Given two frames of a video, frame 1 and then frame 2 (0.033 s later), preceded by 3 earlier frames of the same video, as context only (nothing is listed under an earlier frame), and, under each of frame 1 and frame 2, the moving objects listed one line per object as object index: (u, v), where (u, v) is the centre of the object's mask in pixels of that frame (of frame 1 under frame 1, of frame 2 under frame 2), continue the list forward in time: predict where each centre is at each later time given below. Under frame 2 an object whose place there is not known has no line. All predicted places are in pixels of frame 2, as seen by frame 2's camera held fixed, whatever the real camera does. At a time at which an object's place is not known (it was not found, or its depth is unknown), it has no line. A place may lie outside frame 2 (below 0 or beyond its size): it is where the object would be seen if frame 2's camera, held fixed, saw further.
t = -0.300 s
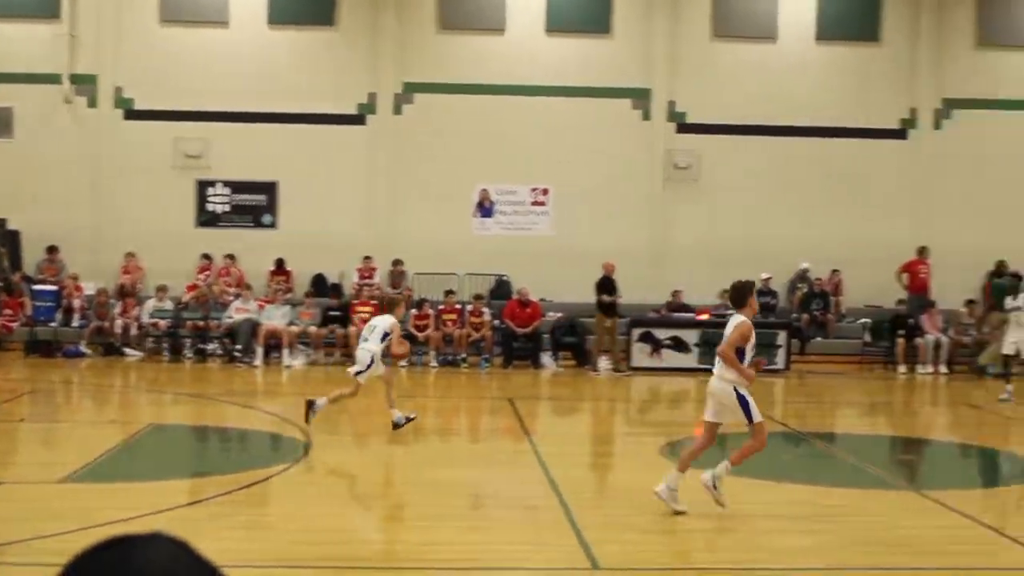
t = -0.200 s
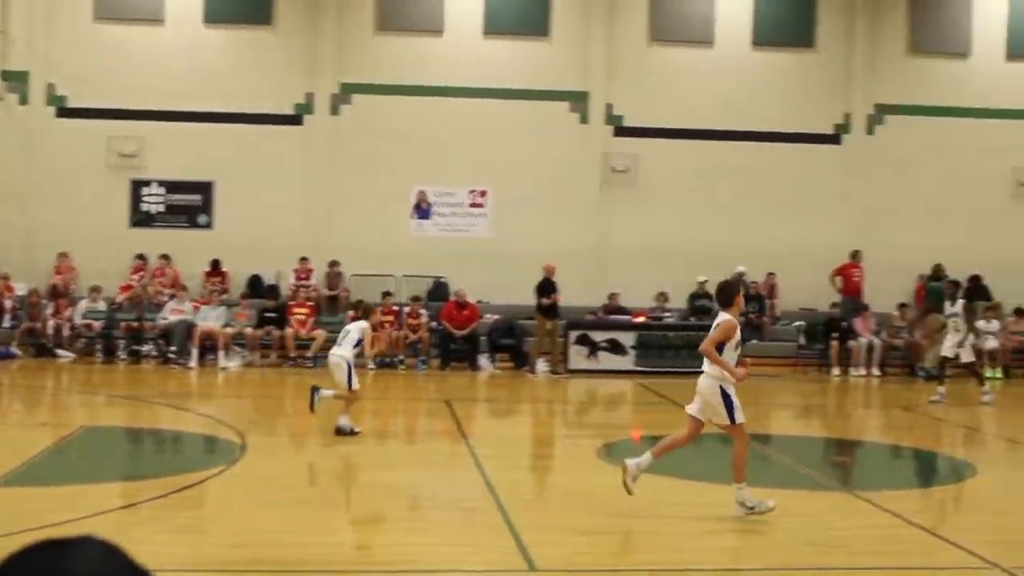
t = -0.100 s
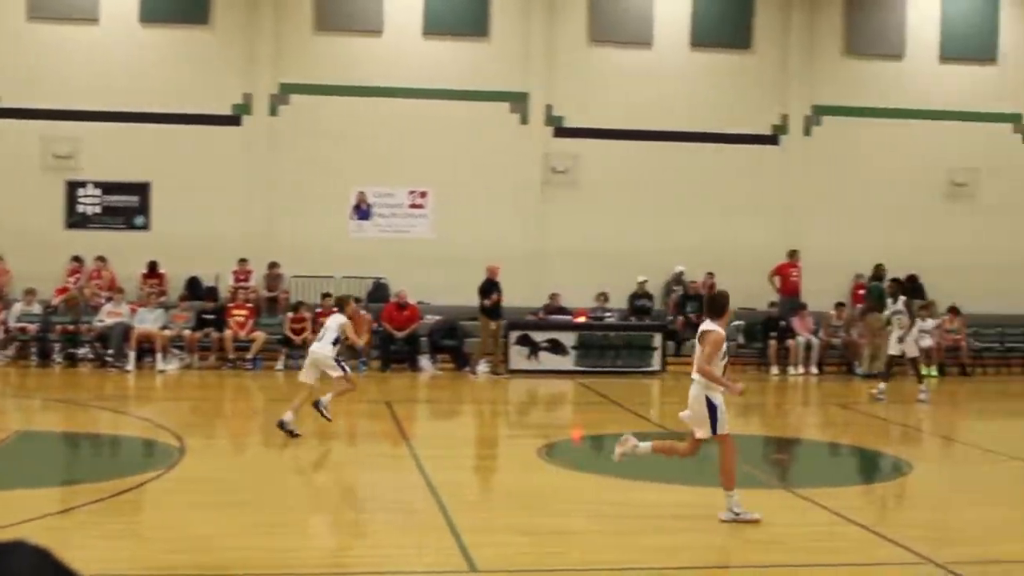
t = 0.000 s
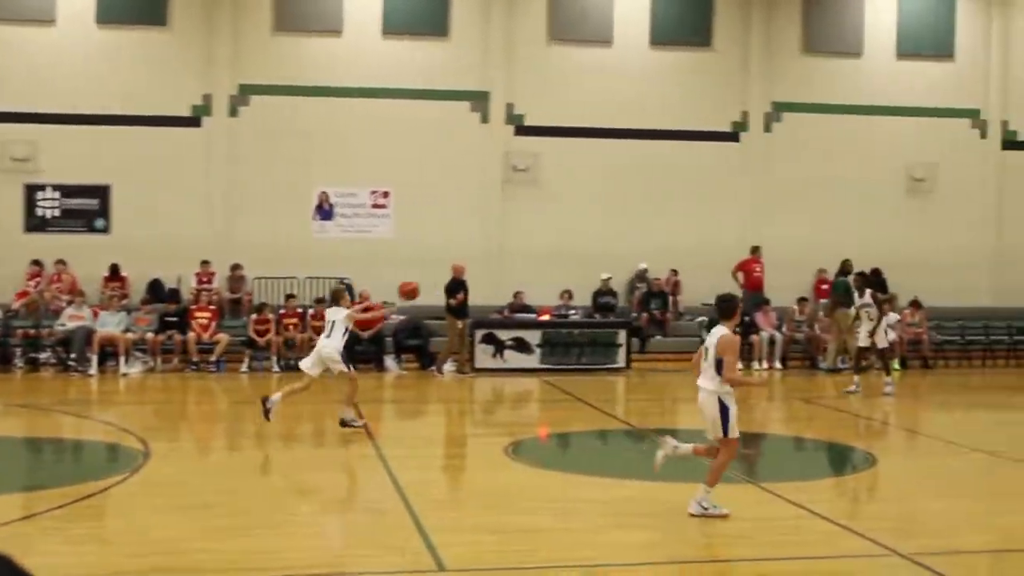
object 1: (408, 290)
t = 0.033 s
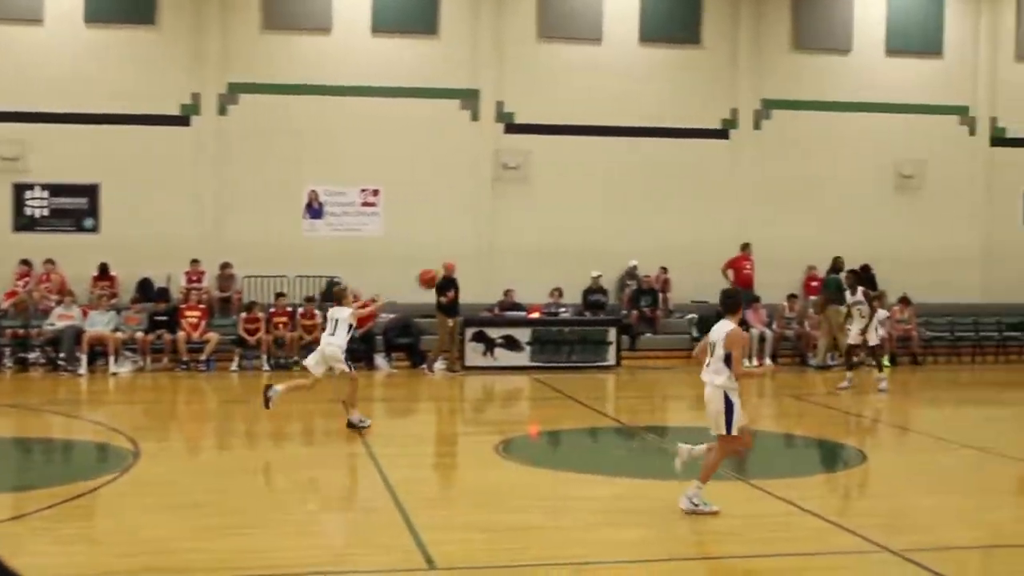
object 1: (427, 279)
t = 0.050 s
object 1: (444, 272)
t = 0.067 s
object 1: (455, 268)
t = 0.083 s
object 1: (470, 266)
